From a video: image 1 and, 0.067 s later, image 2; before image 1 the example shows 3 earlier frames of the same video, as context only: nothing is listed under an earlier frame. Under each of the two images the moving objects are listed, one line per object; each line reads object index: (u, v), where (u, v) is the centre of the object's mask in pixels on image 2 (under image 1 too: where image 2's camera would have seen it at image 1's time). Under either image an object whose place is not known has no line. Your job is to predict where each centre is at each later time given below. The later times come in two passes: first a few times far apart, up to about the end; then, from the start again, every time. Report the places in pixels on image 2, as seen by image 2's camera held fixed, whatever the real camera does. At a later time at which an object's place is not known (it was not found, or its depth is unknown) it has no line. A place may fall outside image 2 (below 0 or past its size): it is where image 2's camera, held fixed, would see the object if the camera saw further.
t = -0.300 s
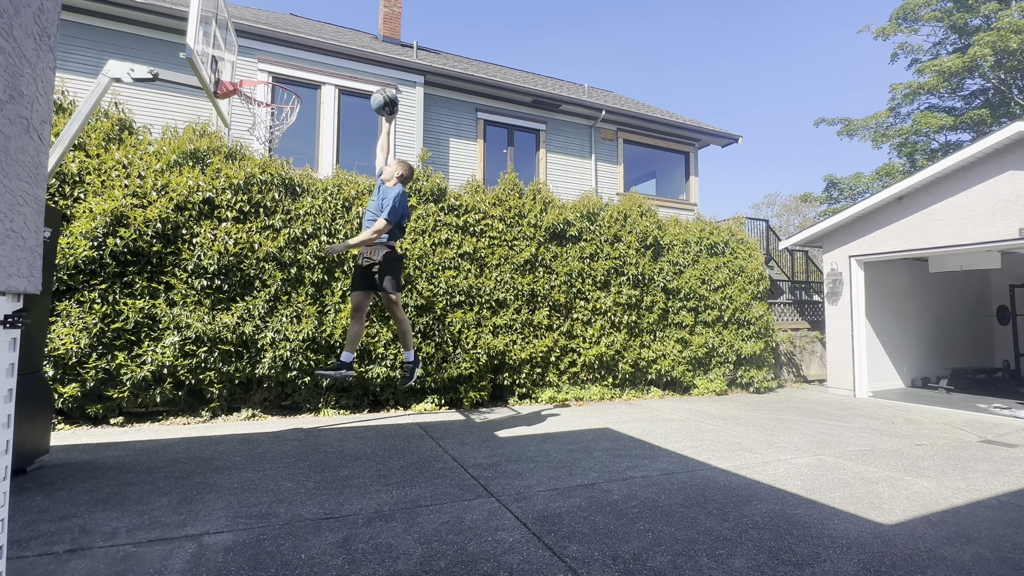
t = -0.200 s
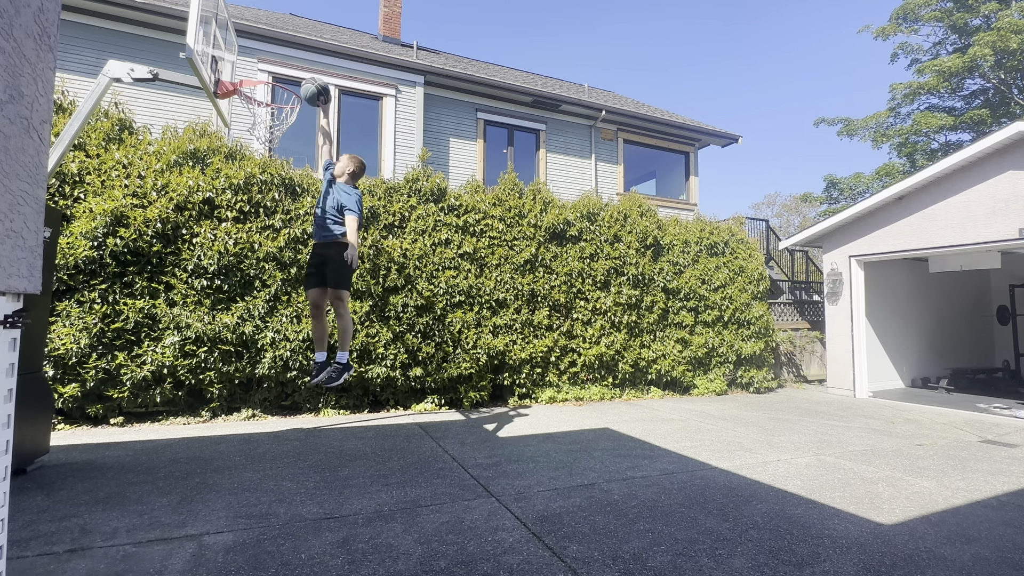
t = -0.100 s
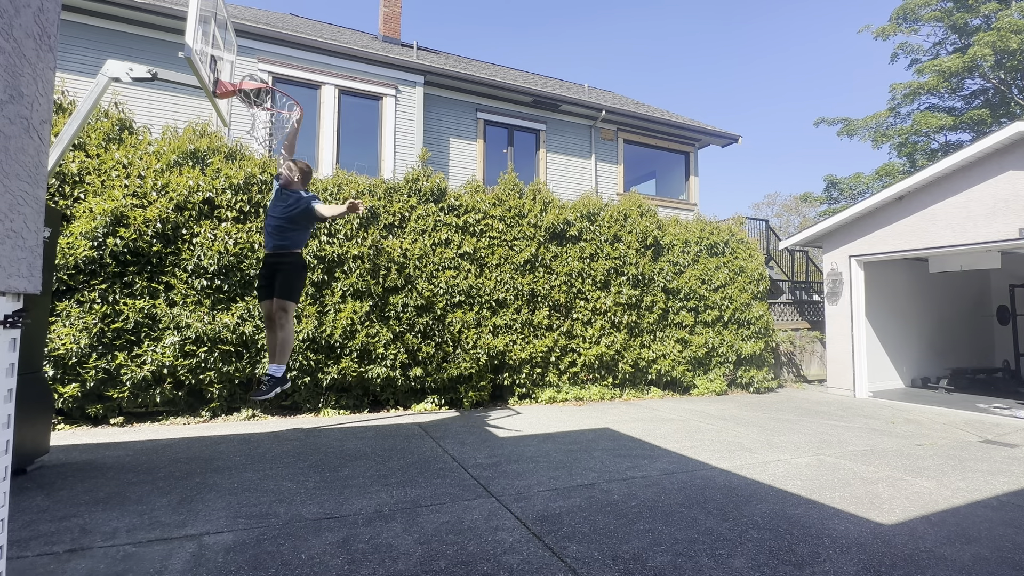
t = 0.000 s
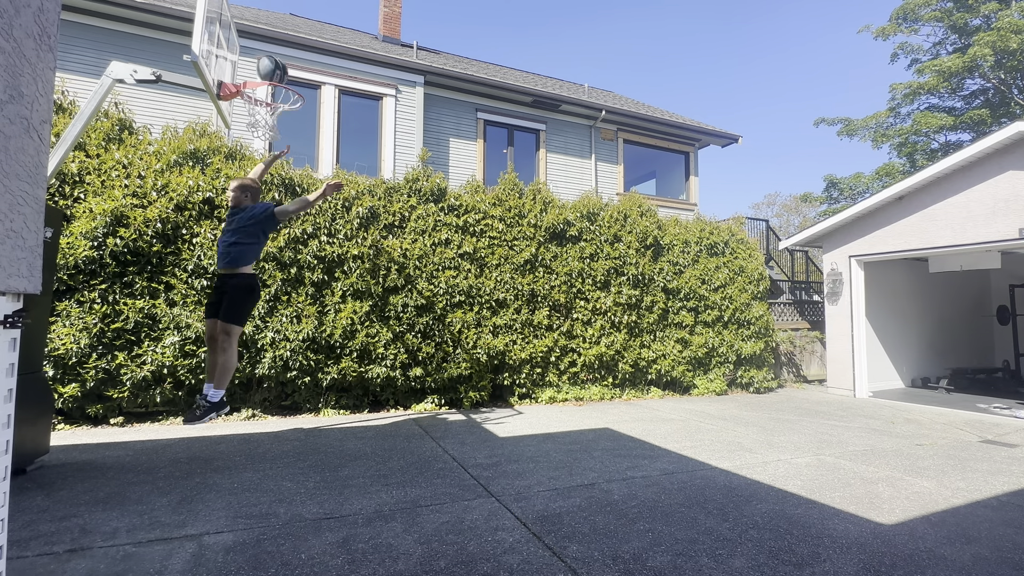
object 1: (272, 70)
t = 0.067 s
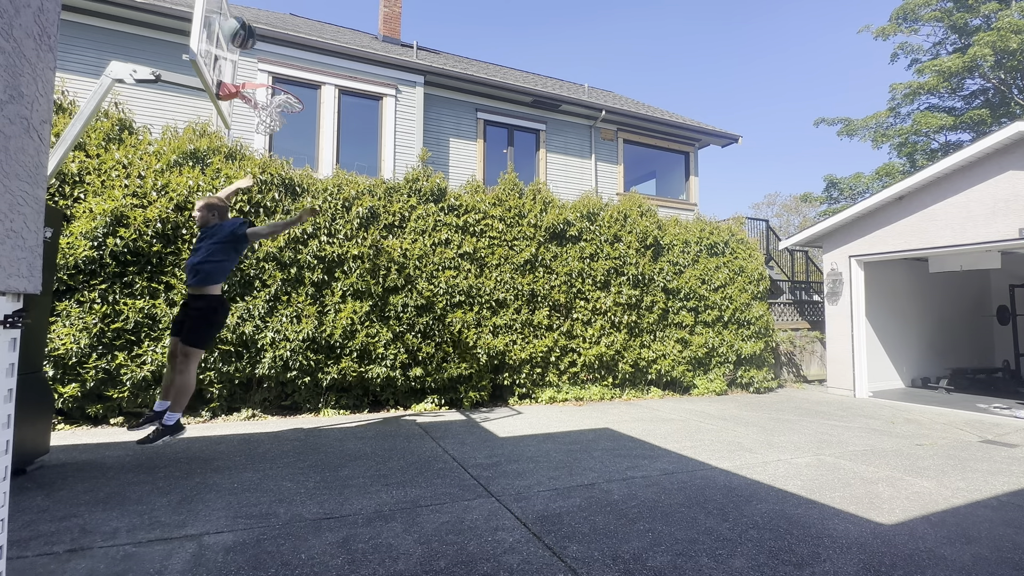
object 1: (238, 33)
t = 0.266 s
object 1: (300, 24)
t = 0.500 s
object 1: (363, 68)
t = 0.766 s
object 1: (429, 181)
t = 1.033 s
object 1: (490, 356)
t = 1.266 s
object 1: (513, 352)
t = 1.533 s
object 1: (517, 252)
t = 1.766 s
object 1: (521, 222)
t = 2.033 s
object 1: (525, 254)
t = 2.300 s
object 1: (529, 363)
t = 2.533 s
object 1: (537, 387)
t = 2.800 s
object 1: (556, 315)
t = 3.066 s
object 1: (573, 318)
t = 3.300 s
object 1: (589, 386)
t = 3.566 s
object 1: (605, 390)
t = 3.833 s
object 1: (618, 356)
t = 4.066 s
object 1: (630, 390)
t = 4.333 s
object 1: (645, 409)
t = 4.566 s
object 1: (661, 386)
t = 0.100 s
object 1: (248, 28)
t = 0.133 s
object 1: (259, 25)
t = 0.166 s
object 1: (270, 23)
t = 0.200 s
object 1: (279, 22)
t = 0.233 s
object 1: (290, 22)
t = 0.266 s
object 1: (300, 24)
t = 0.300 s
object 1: (309, 27)
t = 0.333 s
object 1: (319, 31)
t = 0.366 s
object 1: (328, 36)
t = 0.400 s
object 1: (337, 42)
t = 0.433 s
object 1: (346, 50)
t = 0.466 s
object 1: (354, 59)
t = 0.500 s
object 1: (363, 68)
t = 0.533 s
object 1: (373, 79)
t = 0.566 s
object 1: (381, 91)
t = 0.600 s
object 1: (389, 103)
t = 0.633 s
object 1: (398, 117)
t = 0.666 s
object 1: (406, 132)
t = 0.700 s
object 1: (413, 148)
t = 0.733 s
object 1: (422, 164)
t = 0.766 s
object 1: (429, 181)
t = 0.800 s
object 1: (437, 200)
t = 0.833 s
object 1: (444, 219)
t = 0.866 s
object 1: (452, 240)
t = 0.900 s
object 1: (460, 262)
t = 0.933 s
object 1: (467, 284)
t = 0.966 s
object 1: (475, 307)
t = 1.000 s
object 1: (483, 331)
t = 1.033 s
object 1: (490, 356)
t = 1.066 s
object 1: (497, 382)
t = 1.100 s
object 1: (505, 409)
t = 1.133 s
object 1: (510, 430)
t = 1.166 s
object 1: (511, 408)
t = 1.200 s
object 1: (512, 388)
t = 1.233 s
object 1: (512, 369)
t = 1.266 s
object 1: (513, 352)
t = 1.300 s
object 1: (514, 335)
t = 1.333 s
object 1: (514, 320)
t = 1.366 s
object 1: (515, 306)
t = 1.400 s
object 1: (515, 293)
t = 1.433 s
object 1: (515, 281)
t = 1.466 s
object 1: (516, 270)
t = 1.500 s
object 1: (517, 261)
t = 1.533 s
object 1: (517, 252)
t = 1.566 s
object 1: (518, 244)
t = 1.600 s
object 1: (518, 238)
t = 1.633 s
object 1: (519, 233)
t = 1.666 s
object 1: (520, 228)
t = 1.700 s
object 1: (520, 225)
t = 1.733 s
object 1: (520, 223)
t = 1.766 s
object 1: (521, 222)
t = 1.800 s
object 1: (521, 222)
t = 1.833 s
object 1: (522, 223)
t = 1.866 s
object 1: (523, 225)
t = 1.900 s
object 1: (523, 229)
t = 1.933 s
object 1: (523, 233)
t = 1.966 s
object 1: (524, 239)
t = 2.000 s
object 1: (525, 246)
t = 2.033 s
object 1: (525, 254)
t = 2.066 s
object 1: (526, 263)
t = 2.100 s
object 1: (526, 273)
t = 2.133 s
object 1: (526, 285)
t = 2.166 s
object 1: (527, 298)
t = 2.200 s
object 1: (527, 312)
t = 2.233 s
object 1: (528, 328)
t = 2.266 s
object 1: (528, 345)
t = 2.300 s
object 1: (529, 363)
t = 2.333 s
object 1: (528, 384)
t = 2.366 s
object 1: (529, 403)
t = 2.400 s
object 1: (529, 425)
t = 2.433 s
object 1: (530, 434)
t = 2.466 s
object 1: (532, 417)
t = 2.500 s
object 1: (534, 401)
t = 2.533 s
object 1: (537, 387)
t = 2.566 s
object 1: (539, 374)
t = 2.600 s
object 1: (542, 362)
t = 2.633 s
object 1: (544, 350)
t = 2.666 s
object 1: (546, 341)
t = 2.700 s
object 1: (549, 333)
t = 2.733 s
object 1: (551, 325)
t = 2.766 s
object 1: (554, 319)
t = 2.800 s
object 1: (556, 315)
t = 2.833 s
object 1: (558, 311)
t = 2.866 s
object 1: (559, 308)
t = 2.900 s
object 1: (562, 307)
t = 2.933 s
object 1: (564, 307)
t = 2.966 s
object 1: (567, 308)
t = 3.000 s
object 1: (569, 310)
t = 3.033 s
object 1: (571, 314)
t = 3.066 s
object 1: (573, 318)
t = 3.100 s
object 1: (576, 324)
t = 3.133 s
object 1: (578, 331)
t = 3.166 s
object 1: (580, 340)
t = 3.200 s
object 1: (583, 349)
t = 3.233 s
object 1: (585, 360)
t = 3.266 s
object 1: (587, 372)
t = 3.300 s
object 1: (589, 386)
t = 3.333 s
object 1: (592, 400)
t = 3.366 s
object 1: (594, 416)
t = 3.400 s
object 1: (596, 434)
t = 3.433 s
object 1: (598, 436)
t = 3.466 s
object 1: (599, 423)
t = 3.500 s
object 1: (601, 410)
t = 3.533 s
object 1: (603, 399)
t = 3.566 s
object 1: (605, 390)
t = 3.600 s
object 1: (607, 381)
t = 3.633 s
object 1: (609, 374)
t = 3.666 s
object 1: (610, 368)
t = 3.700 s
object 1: (611, 363)
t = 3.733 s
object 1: (613, 360)
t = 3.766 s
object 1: (614, 358)
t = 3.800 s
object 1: (616, 356)
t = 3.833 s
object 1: (618, 356)
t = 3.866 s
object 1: (620, 357)
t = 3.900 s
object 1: (622, 359)
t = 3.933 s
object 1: (623, 363)
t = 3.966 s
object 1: (625, 368)
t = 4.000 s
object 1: (626, 374)
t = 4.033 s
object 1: (628, 381)
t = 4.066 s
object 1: (630, 390)
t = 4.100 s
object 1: (632, 400)
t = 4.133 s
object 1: (633, 412)
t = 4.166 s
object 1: (635, 424)
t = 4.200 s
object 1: (637, 437)
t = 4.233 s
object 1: (639, 438)
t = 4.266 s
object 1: (641, 427)
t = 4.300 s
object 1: (643, 418)
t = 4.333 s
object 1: (645, 409)
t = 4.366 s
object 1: (648, 402)
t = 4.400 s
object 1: (650, 396)
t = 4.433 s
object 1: (652, 391)
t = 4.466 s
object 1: (655, 388)
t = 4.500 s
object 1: (657, 386)
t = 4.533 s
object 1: (659, 385)
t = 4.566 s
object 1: (661, 386)
